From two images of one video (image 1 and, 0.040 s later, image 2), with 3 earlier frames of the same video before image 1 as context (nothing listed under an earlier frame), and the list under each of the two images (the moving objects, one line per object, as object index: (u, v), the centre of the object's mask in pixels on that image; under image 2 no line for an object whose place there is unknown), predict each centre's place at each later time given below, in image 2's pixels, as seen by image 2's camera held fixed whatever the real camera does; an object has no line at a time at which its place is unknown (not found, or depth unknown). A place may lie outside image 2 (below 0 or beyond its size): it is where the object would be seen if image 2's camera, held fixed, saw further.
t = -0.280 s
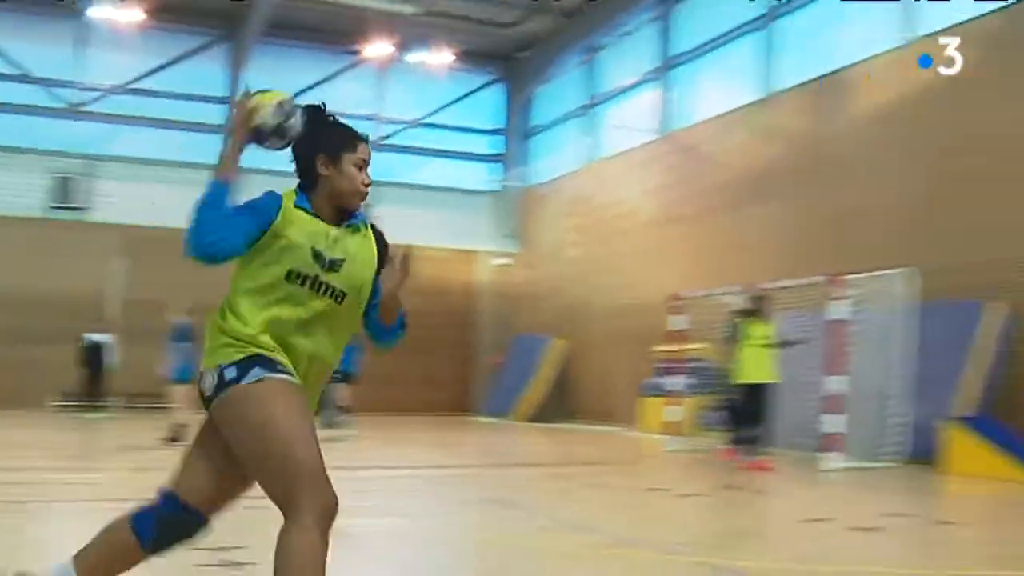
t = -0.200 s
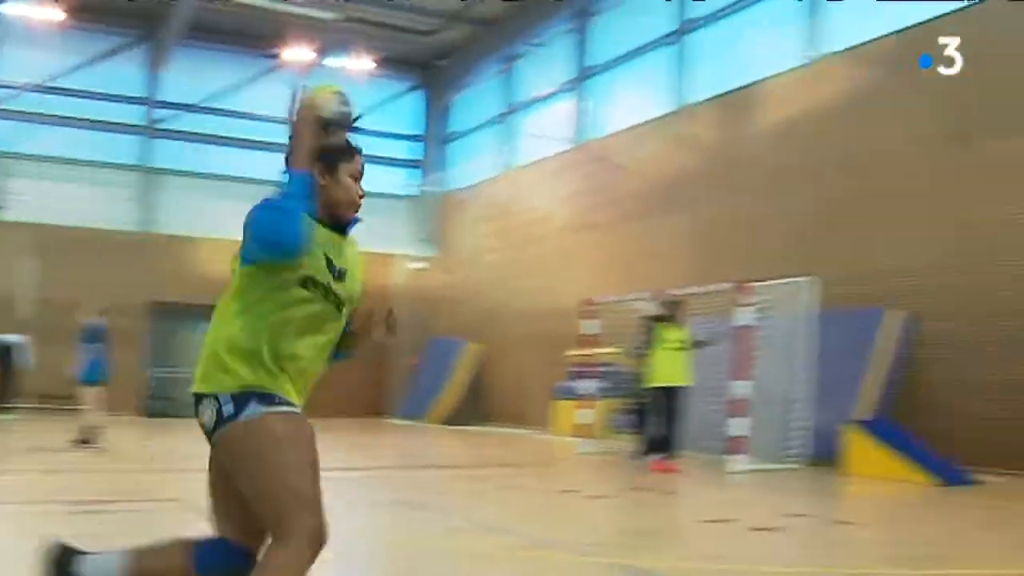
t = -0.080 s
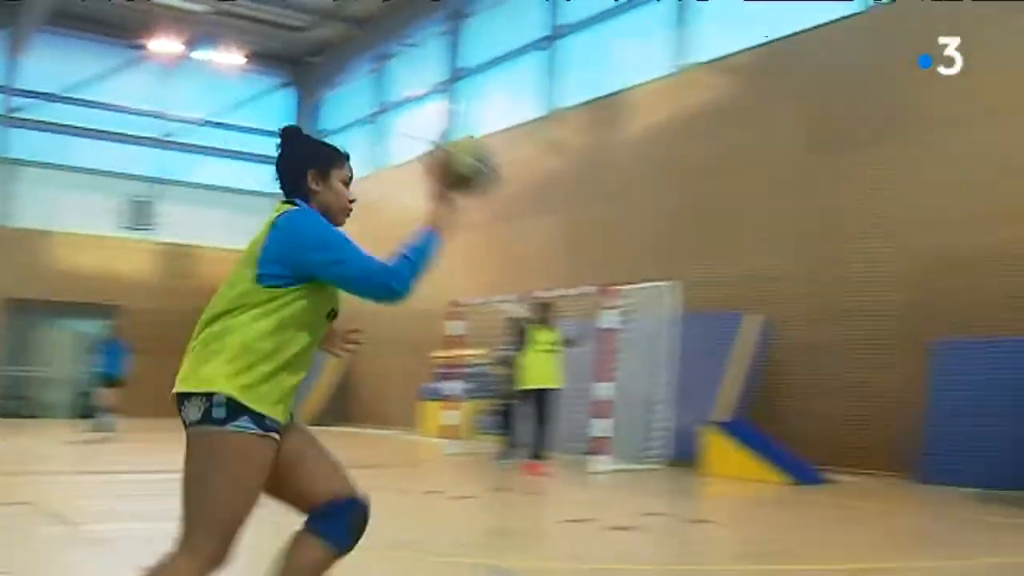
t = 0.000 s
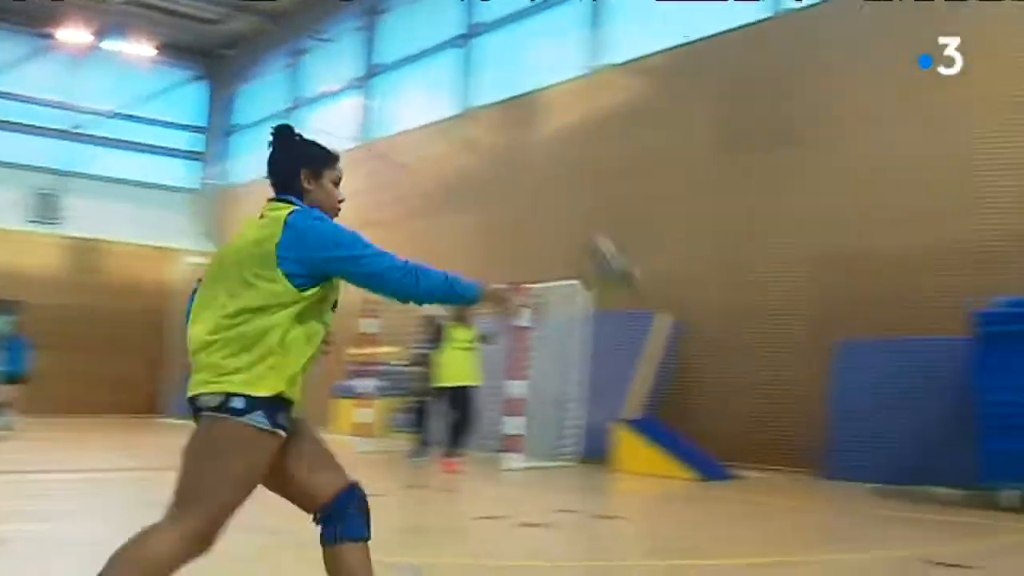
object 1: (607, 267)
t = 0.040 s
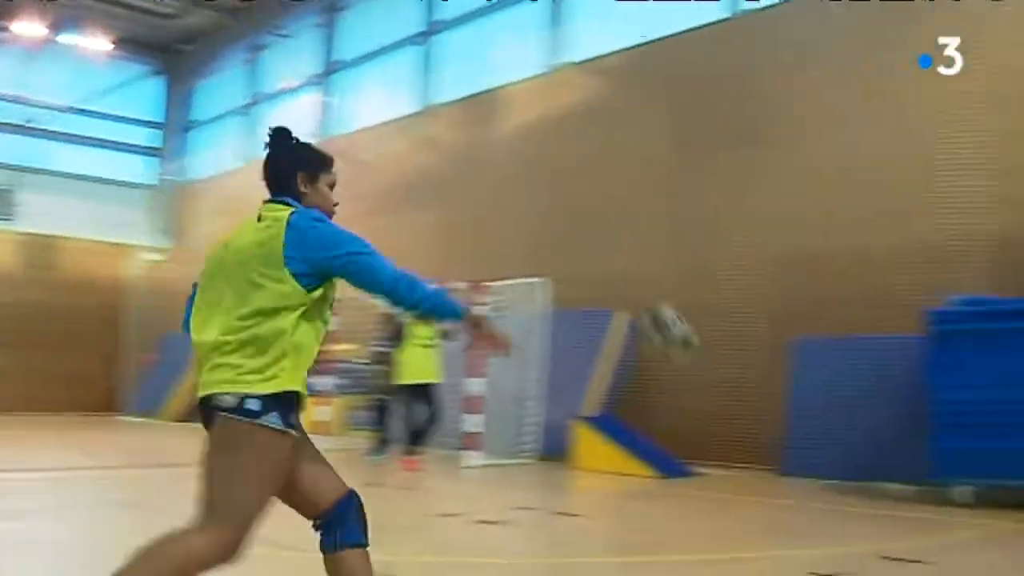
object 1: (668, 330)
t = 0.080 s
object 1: (754, 395)
